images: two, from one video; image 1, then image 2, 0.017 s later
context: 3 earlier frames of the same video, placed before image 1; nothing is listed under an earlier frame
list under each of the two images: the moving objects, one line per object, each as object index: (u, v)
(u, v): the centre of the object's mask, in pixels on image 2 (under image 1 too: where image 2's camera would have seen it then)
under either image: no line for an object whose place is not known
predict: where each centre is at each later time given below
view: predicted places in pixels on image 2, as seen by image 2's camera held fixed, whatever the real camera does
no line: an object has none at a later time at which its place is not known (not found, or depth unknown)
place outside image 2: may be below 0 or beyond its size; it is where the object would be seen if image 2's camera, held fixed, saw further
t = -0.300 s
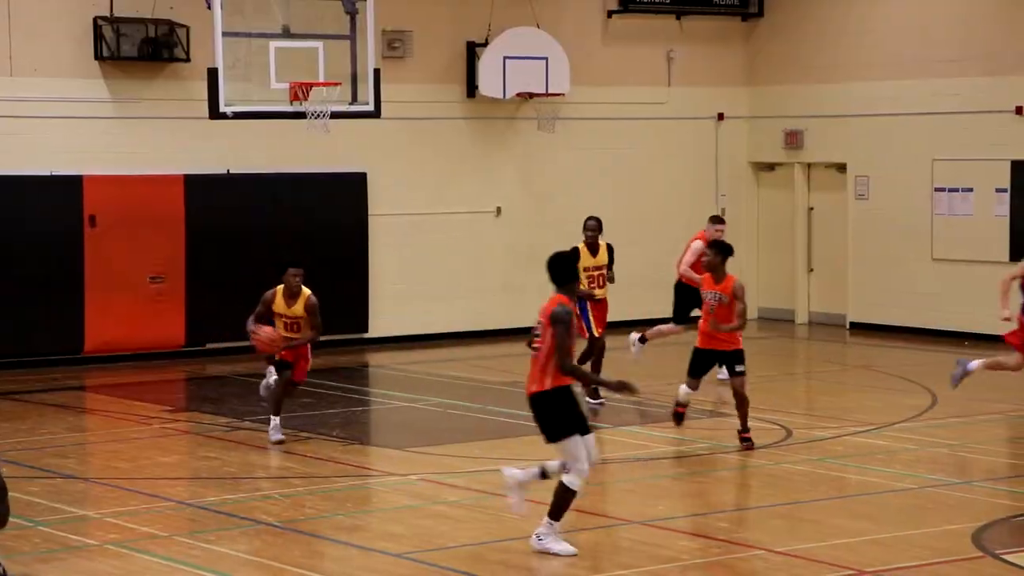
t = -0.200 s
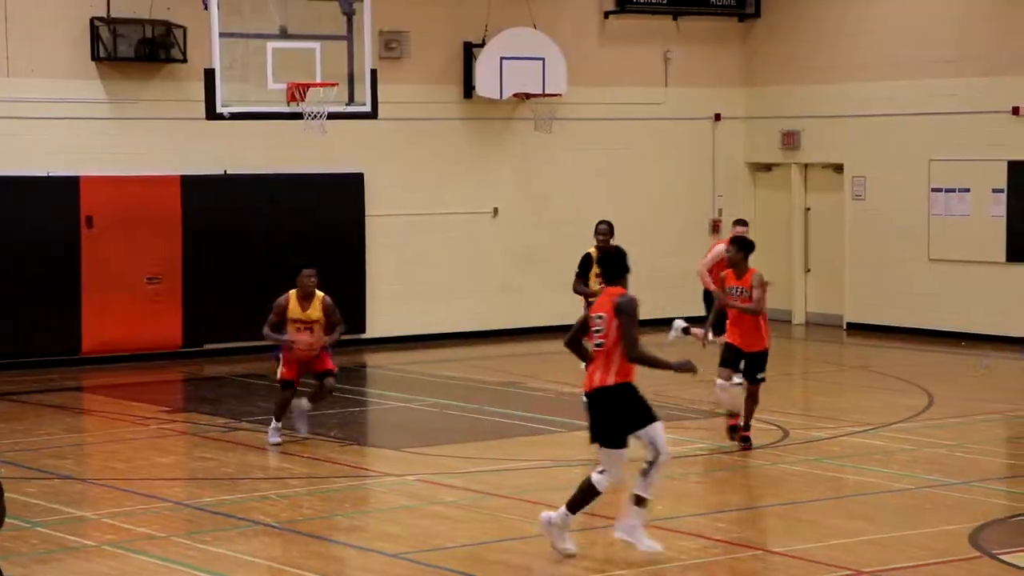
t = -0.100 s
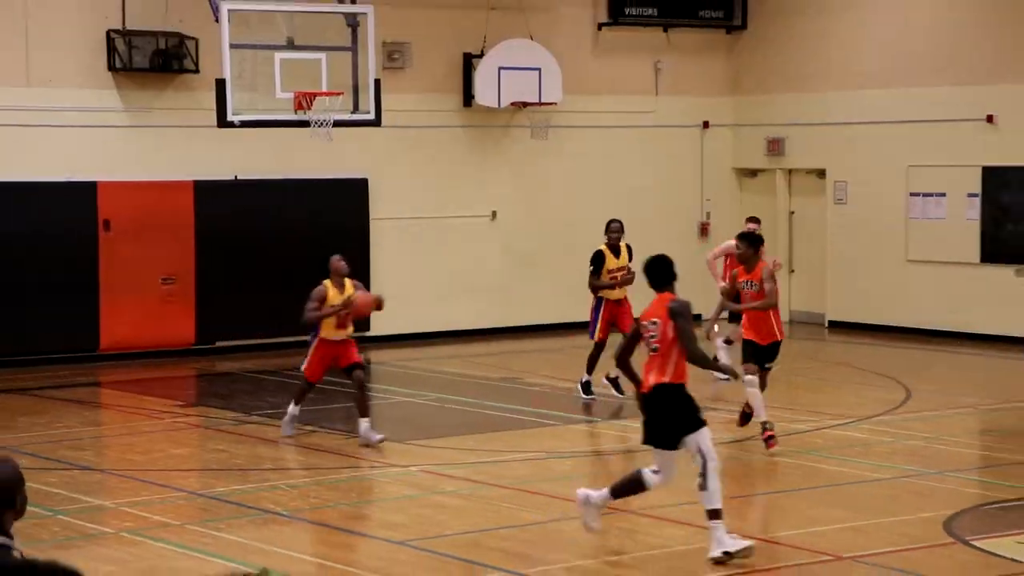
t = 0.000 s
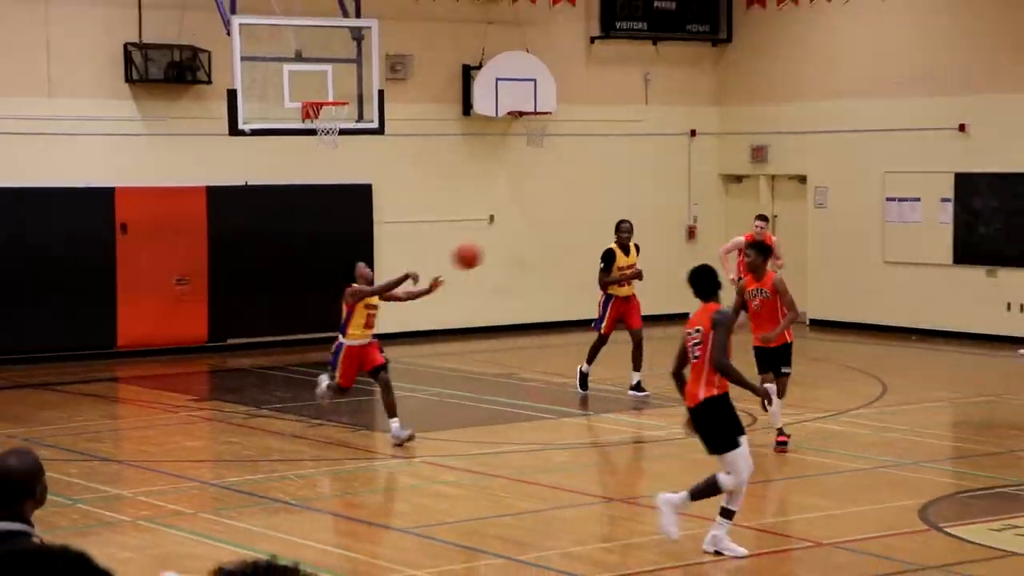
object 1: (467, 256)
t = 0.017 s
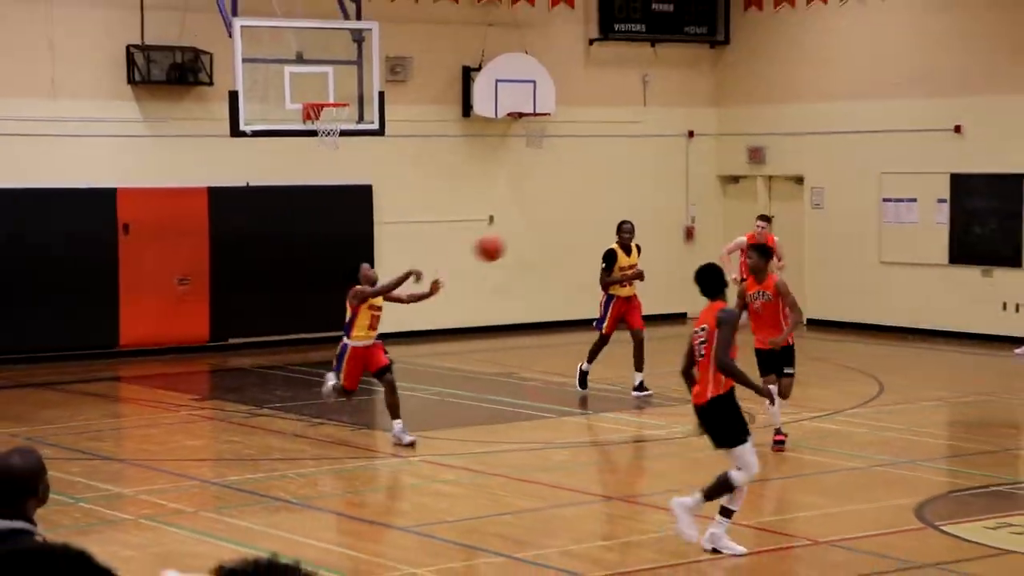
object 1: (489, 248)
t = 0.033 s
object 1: (511, 240)
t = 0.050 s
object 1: (533, 233)
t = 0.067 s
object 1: (555, 225)
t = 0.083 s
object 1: (577, 217)
